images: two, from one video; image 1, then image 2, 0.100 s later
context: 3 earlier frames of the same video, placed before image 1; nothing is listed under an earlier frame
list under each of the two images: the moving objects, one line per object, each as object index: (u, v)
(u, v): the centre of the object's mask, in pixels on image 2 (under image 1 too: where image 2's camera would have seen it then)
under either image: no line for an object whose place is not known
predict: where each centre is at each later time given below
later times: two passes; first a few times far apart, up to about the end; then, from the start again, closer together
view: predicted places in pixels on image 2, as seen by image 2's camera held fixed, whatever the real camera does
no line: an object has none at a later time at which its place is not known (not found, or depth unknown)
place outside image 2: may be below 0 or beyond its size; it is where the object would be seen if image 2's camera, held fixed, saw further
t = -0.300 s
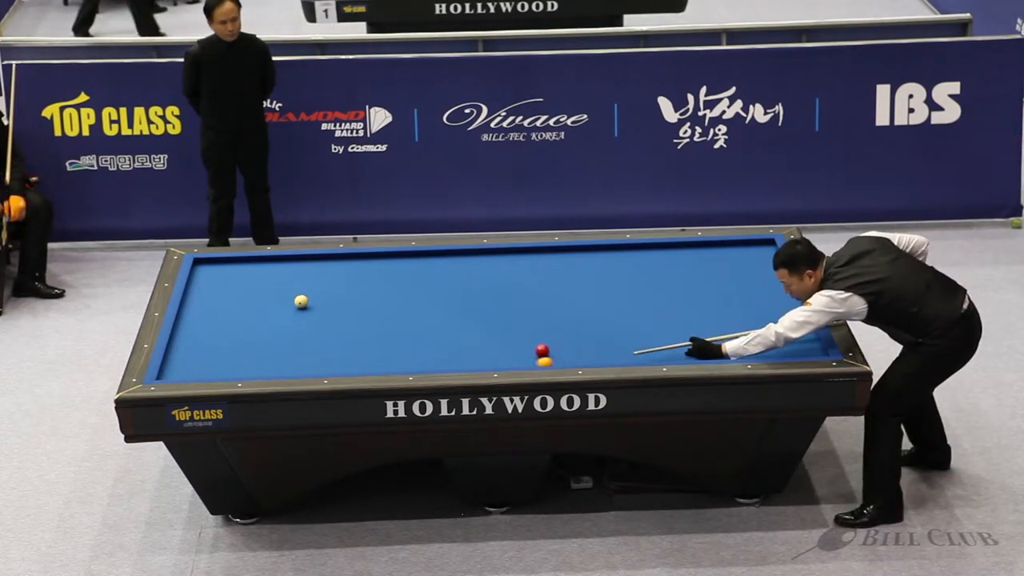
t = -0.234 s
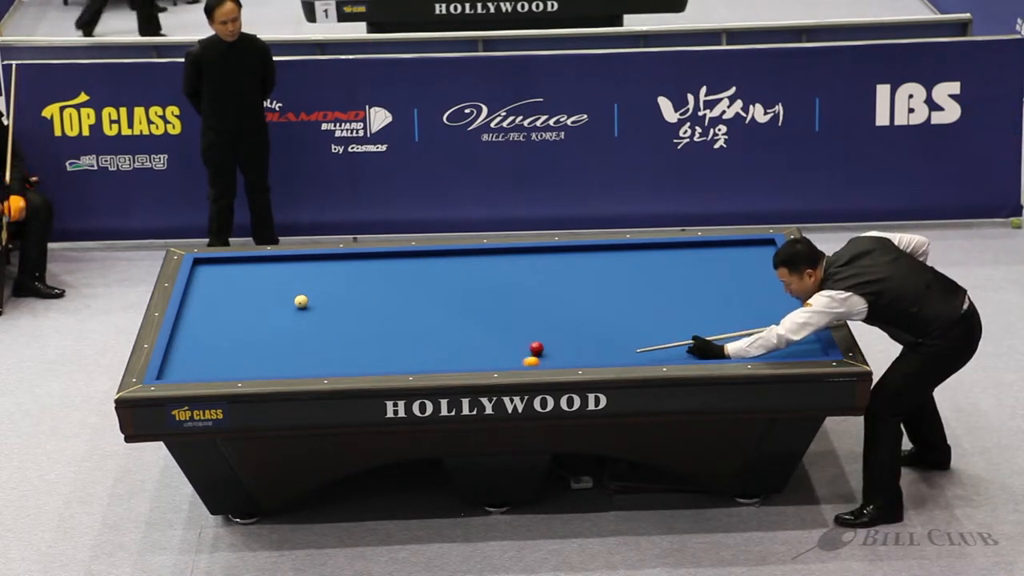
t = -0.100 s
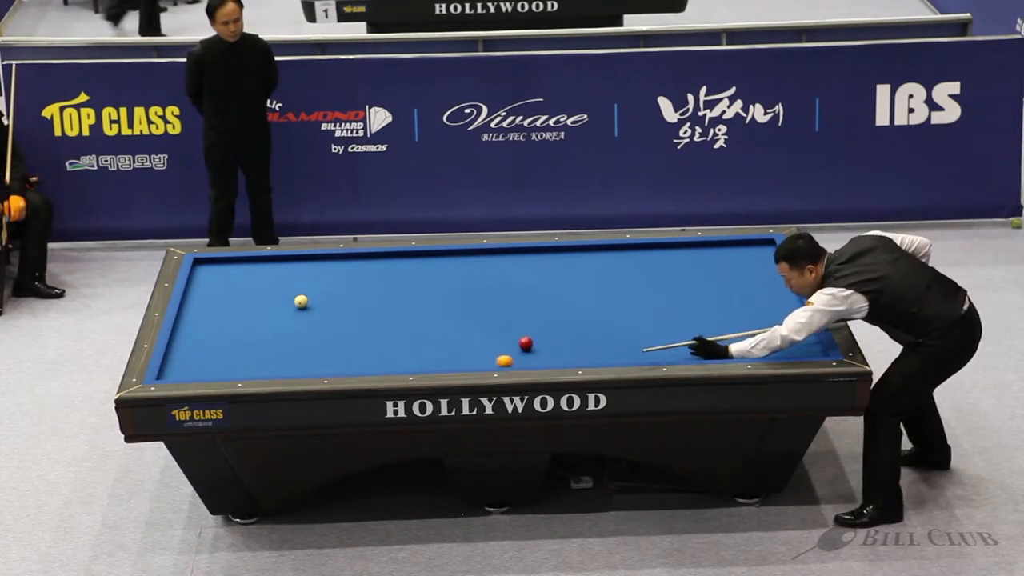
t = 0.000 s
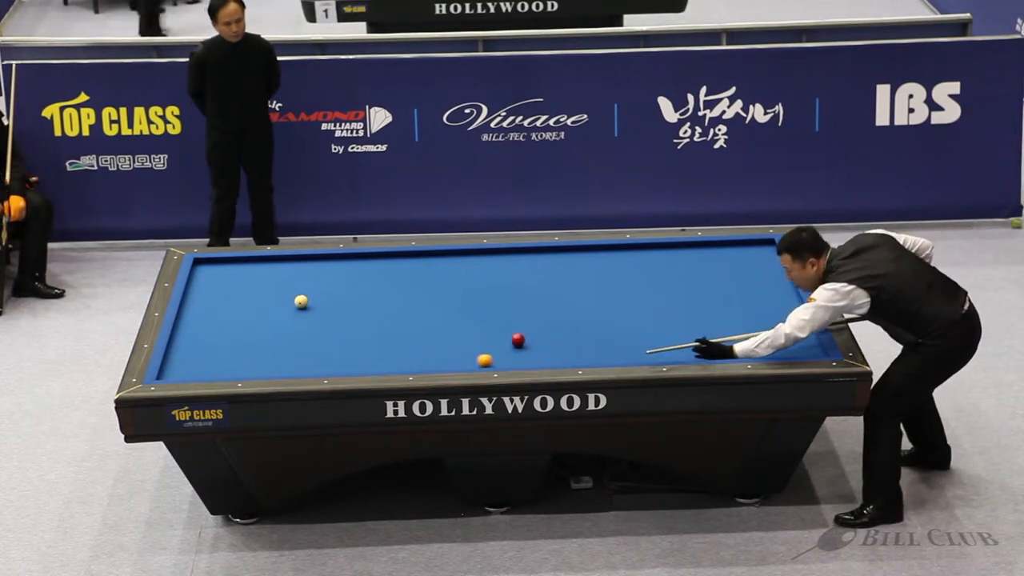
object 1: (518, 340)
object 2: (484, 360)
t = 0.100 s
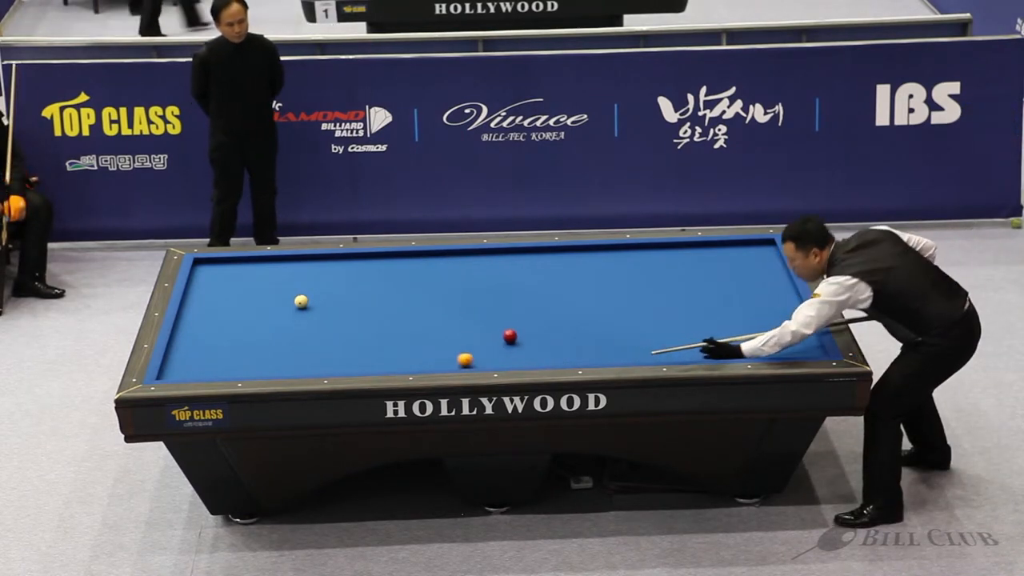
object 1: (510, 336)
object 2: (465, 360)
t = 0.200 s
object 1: (502, 333)
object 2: (445, 359)
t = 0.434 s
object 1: (485, 325)
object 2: (400, 357)
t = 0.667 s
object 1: (469, 317)
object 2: (357, 355)
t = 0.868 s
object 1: (455, 311)
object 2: (320, 354)
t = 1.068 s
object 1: (442, 305)
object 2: (284, 351)
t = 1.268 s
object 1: (429, 299)
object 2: (248, 349)
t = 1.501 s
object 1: (416, 293)
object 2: (208, 347)
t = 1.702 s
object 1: (404, 287)
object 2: (174, 345)
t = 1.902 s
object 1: (393, 282)
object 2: (197, 339)
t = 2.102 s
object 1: (382, 277)
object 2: (217, 333)
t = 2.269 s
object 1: (373, 273)
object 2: (234, 328)
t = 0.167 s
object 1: (505, 334)
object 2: (452, 360)
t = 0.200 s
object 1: (502, 333)
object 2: (445, 359)
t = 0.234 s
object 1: (500, 332)
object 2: (439, 359)
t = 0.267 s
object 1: (497, 331)
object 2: (432, 359)
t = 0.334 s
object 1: (492, 328)
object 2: (420, 358)
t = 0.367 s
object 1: (490, 327)
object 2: (413, 358)
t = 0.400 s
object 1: (487, 326)
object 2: (407, 357)
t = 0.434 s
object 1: (485, 325)
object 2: (400, 357)
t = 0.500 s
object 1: (480, 323)
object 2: (388, 357)
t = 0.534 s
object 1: (478, 322)
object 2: (382, 356)
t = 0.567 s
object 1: (476, 321)
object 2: (375, 356)
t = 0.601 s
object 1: (473, 320)
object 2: (369, 356)
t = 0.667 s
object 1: (469, 317)
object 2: (357, 355)
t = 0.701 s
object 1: (466, 316)
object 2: (351, 355)
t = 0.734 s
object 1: (464, 315)
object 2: (344, 354)
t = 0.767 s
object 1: (462, 314)
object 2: (338, 354)
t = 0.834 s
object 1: (457, 312)
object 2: (326, 354)
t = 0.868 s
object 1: (455, 311)
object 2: (320, 354)
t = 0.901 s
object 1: (453, 310)
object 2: (314, 353)
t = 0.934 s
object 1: (451, 309)
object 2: (308, 353)
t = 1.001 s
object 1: (446, 307)
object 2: (296, 352)
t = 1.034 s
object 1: (444, 306)
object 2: (290, 352)
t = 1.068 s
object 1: (442, 305)
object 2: (284, 351)
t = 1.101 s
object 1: (440, 304)
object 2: (278, 351)
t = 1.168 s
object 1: (436, 302)
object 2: (266, 350)
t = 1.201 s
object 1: (434, 301)
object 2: (260, 350)
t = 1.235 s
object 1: (432, 301)
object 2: (254, 350)
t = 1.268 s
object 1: (429, 299)
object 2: (248, 349)
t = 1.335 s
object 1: (425, 297)
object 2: (237, 349)
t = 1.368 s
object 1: (423, 297)
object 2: (231, 349)
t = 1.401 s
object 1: (421, 296)
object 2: (225, 348)
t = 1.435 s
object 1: (419, 295)
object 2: (219, 348)
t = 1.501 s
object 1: (416, 293)
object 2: (208, 347)
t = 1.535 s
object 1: (413, 292)
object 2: (202, 347)
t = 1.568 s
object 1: (412, 291)
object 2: (197, 347)
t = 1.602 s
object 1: (410, 290)
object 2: (191, 346)
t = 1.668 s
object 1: (406, 288)
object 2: (179, 346)
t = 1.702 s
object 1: (404, 287)
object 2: (174, 345)
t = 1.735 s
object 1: (402, 286)
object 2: (177, 344)
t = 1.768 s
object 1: (400, 286)
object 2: (181, 343)
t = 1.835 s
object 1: (396, 284)
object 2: (190, 341)
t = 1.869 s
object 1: (394, 283)
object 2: (194, 340)
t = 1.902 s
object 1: (393, 282)
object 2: (197, 339)
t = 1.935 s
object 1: (391, 281)
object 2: (200, 338)
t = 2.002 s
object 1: (387, 280)
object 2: (207, 336)
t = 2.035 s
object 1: (386, 279)
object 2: (211, 335)
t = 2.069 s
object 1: (384, 278)
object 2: (214, 334)
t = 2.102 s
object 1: (382, 277)
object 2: (217, 333)
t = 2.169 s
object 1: (379, 276)
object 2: (224, 331)
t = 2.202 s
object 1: (377, 275)
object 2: (228, 330)
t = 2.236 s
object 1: (375, 274)
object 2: (231, 329)
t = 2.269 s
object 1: (373, 273)
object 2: (234, 328)
